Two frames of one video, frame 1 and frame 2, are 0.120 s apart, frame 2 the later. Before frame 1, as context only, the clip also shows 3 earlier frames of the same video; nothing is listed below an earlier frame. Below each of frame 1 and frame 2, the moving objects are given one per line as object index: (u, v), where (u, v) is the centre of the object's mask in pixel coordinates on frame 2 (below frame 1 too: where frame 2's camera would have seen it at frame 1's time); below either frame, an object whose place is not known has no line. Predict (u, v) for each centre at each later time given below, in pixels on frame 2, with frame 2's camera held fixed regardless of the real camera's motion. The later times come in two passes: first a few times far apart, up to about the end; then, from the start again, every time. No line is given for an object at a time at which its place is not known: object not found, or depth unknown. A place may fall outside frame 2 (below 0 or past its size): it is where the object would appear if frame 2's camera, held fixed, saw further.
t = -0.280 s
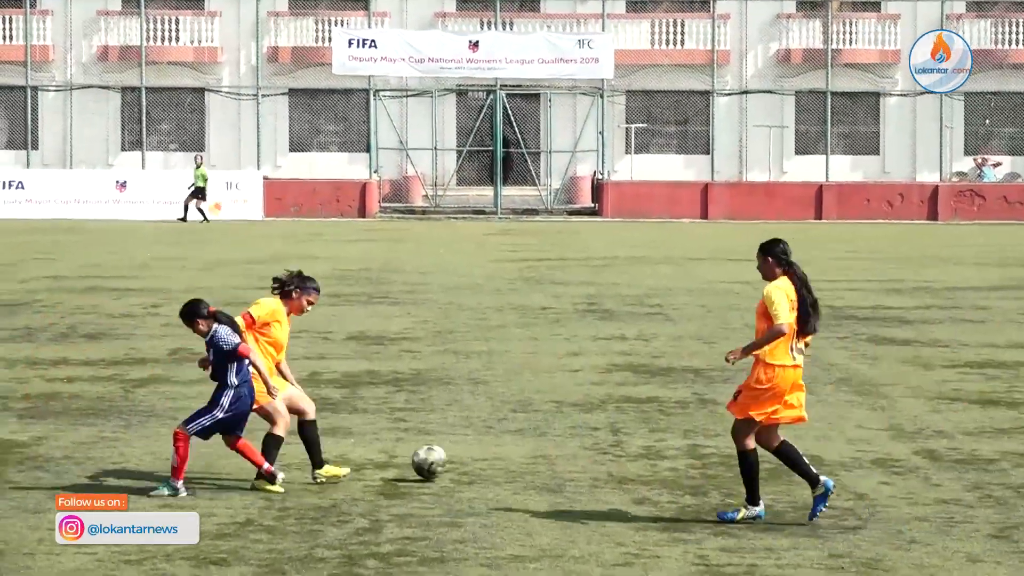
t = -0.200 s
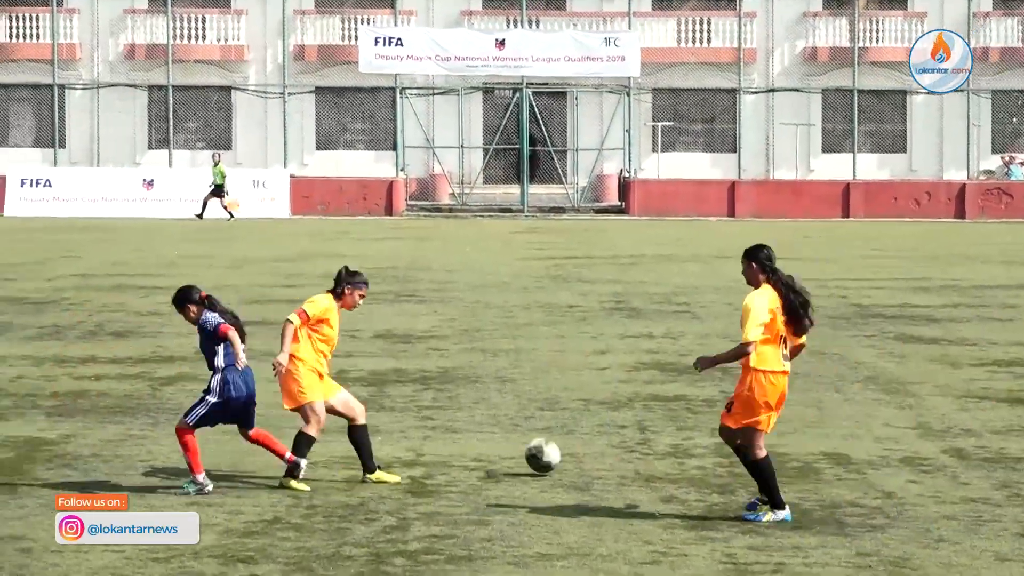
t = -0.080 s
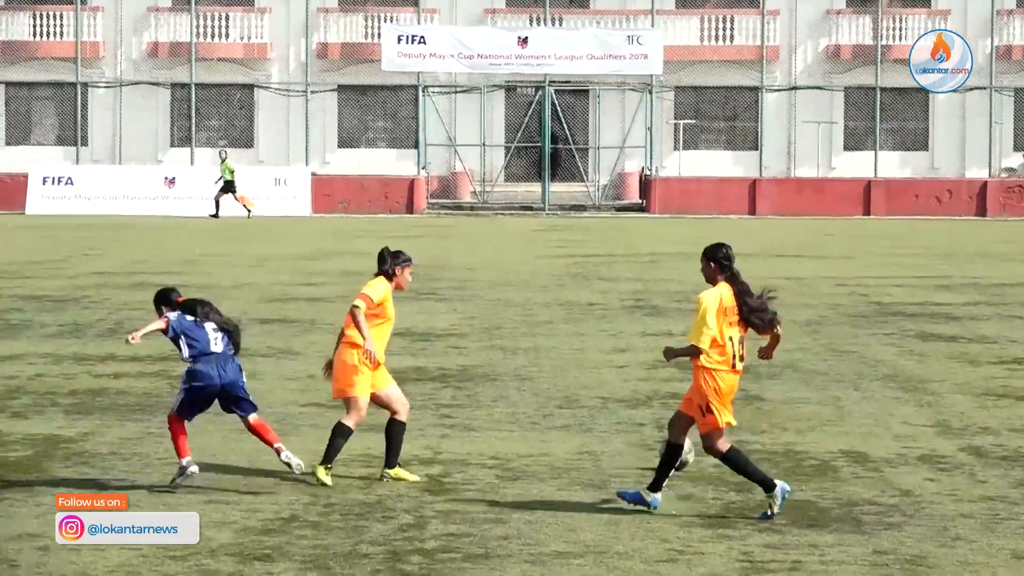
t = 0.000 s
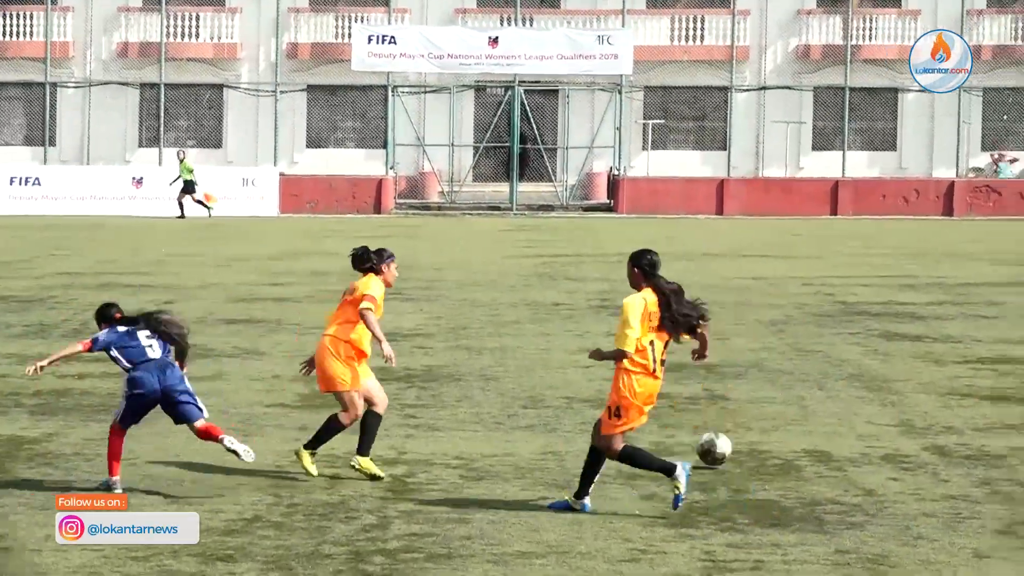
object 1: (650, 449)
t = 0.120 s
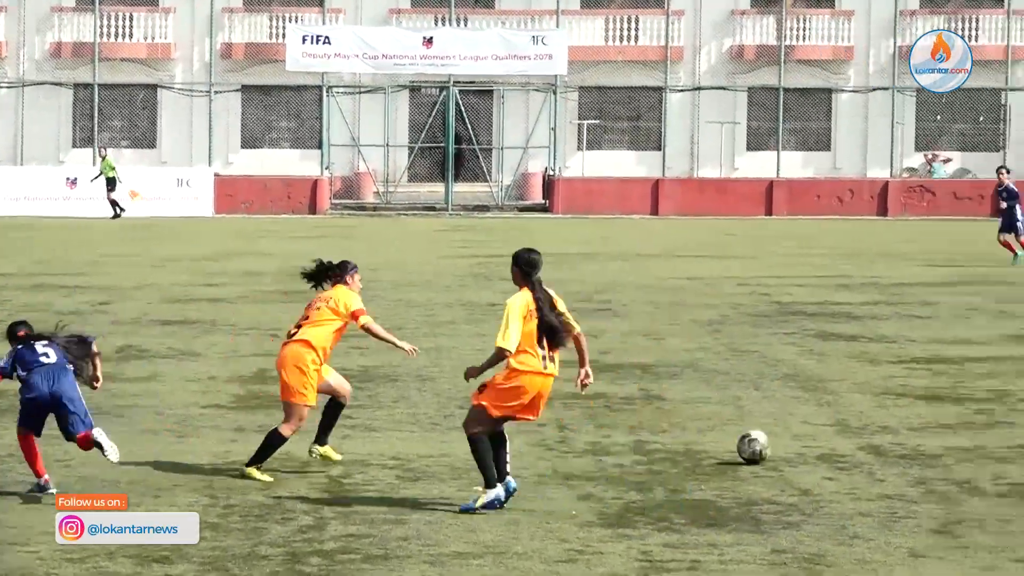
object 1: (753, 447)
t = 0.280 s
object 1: (885, 443)
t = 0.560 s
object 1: (1096, 431)
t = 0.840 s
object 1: (1298, 427)
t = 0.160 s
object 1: (787, 443)
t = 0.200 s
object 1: (821, 442)
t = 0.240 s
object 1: (852, 442)
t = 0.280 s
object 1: (885, 443)
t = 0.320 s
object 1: (916, 436)
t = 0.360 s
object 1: (947, 432)
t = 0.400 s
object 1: (978, 429)
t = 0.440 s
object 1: (1007, 429)
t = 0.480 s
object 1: (1038, 432)
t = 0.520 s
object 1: (1067, 437)
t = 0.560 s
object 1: (1096, 431)
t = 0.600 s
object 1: (1126, 426)
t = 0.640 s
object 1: (1155, 424)
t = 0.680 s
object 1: (1184, 424)
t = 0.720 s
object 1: (1213, 427)
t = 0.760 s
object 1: (1241, 431)
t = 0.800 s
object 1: (1270, 428)
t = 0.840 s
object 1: (1298, 427)
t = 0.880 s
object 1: (1327, 429)
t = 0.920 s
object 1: (1355, 430)
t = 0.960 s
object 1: (1383, 428)
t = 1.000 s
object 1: (1412, 428)
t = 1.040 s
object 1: (1441, 429)
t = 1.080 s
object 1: (1468, 428)
